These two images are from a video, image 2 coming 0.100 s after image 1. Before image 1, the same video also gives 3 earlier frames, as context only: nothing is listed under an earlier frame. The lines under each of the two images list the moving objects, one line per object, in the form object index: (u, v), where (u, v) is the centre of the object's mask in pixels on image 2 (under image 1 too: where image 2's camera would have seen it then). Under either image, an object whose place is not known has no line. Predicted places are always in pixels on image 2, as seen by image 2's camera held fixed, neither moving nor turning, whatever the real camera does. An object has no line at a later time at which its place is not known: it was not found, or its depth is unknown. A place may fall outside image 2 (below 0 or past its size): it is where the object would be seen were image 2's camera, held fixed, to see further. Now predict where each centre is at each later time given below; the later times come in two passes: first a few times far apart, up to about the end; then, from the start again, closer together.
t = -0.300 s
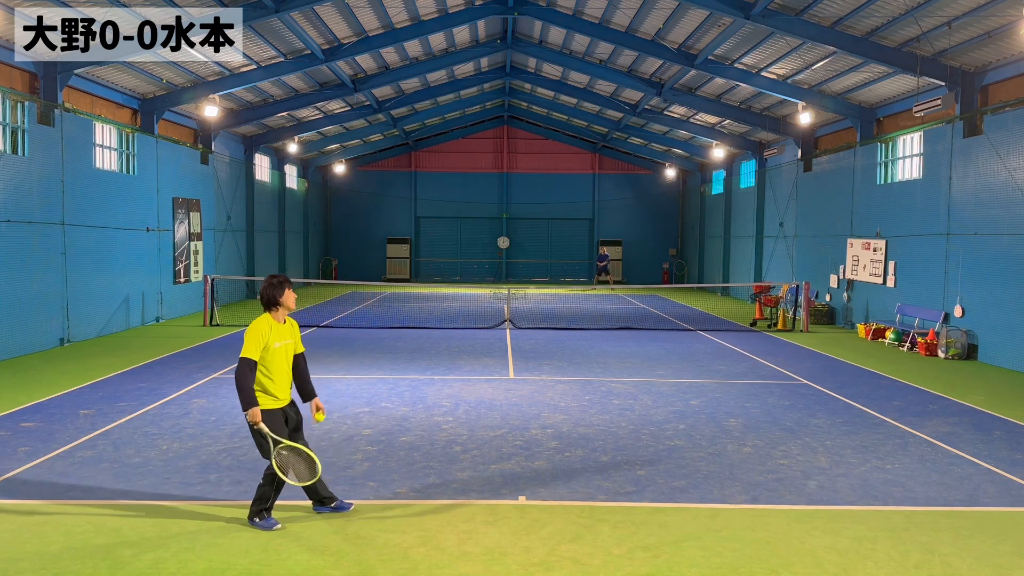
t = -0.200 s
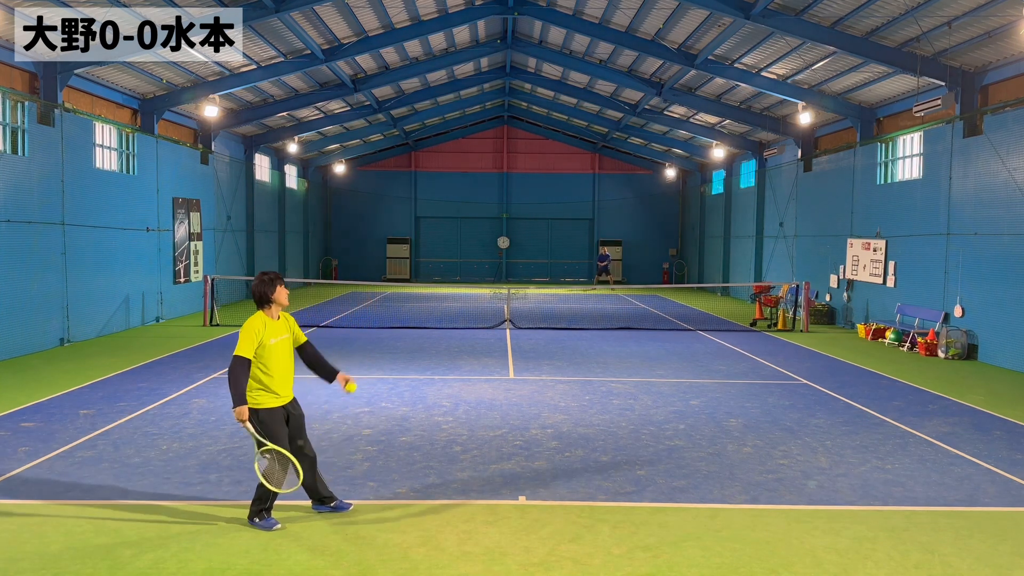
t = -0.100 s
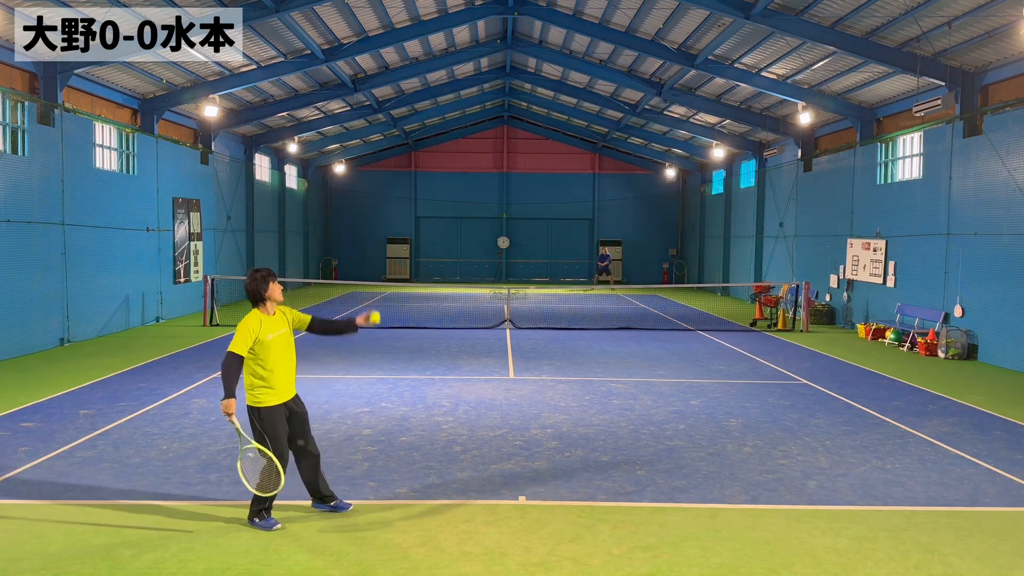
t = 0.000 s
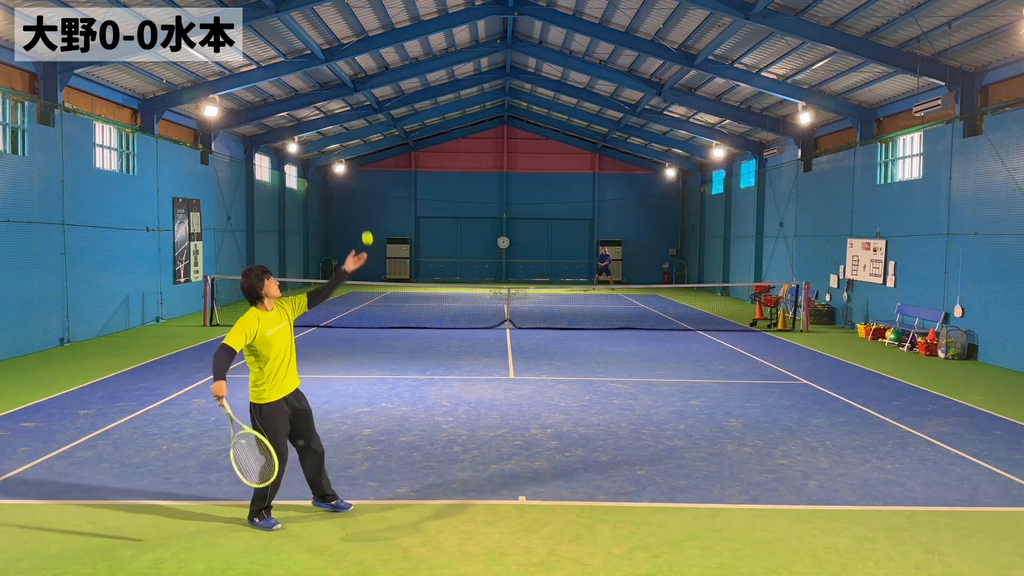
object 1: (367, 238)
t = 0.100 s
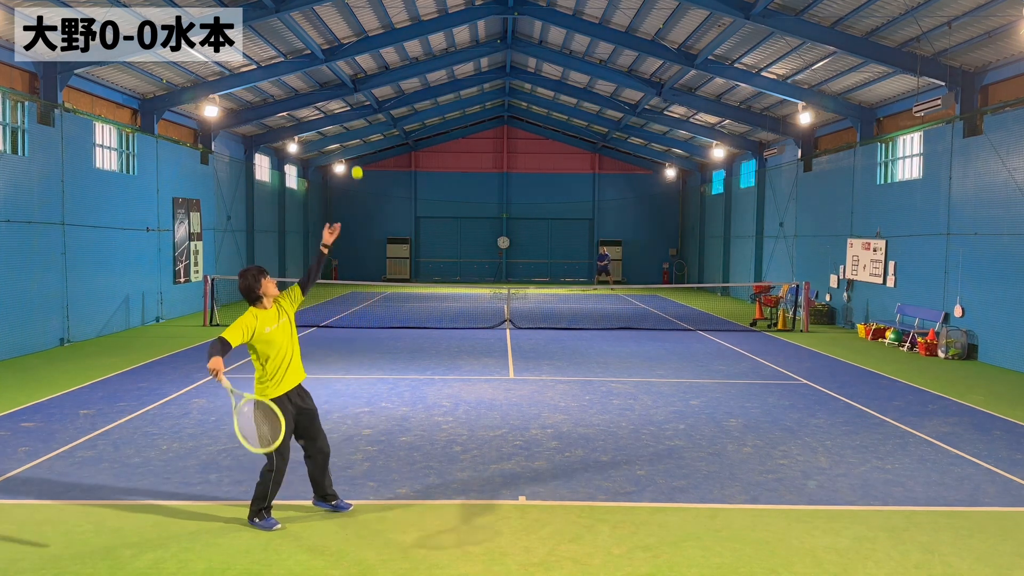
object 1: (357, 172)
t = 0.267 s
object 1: (340, 96)
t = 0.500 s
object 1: (318, 59)
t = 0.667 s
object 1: (304, 82)
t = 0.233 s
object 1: (344, 108)
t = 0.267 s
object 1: (340, 96)
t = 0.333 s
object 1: (334, 78)
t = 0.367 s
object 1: (331, 71)
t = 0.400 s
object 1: (327, 65)
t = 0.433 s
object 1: (324, 62)
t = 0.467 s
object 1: (321, 60)
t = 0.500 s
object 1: (318, 59)
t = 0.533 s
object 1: (315, 60)
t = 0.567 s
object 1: (312, 63)
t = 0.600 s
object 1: (309, 68)
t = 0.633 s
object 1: (306, 74)
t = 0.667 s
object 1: (304, 82)
